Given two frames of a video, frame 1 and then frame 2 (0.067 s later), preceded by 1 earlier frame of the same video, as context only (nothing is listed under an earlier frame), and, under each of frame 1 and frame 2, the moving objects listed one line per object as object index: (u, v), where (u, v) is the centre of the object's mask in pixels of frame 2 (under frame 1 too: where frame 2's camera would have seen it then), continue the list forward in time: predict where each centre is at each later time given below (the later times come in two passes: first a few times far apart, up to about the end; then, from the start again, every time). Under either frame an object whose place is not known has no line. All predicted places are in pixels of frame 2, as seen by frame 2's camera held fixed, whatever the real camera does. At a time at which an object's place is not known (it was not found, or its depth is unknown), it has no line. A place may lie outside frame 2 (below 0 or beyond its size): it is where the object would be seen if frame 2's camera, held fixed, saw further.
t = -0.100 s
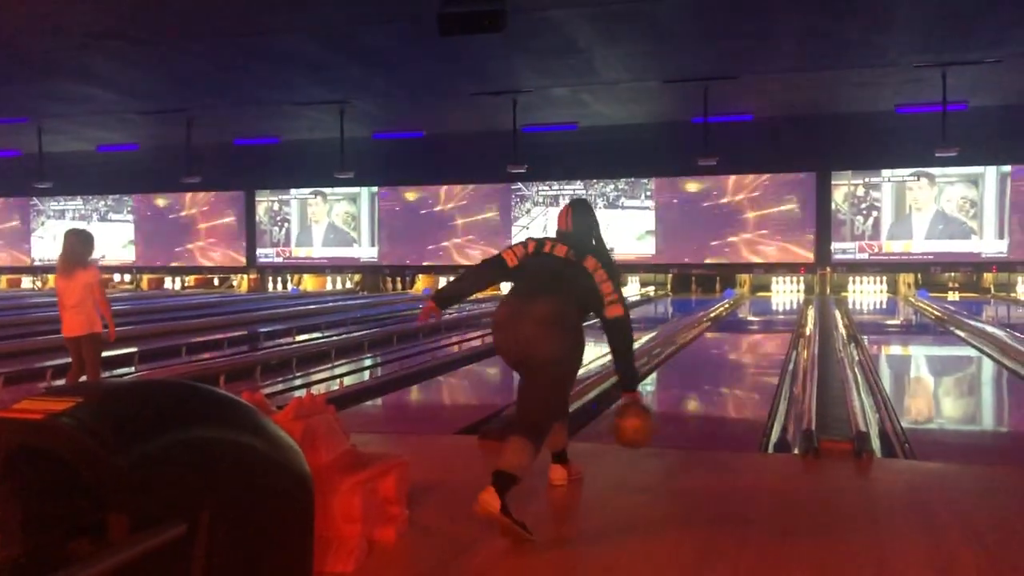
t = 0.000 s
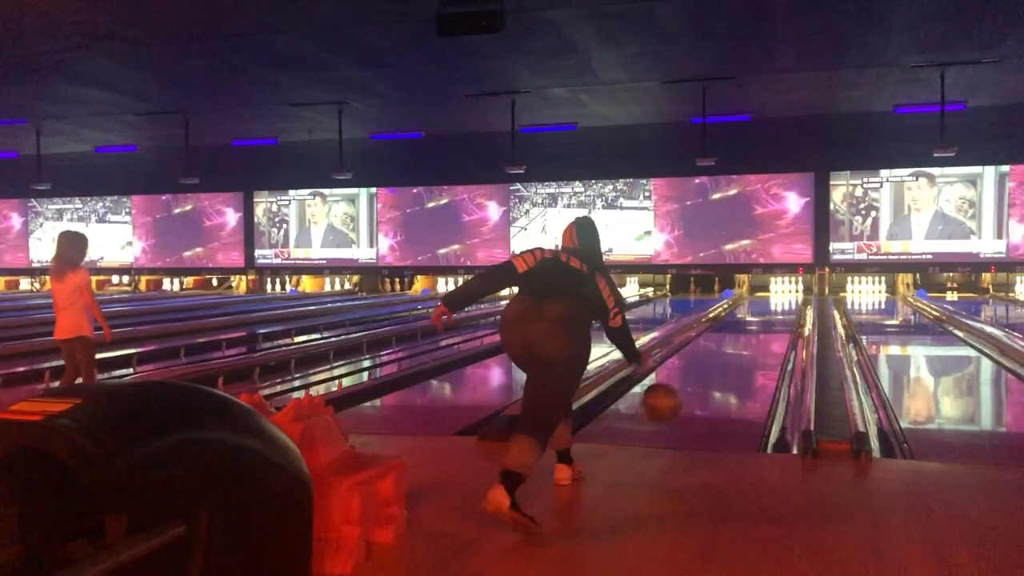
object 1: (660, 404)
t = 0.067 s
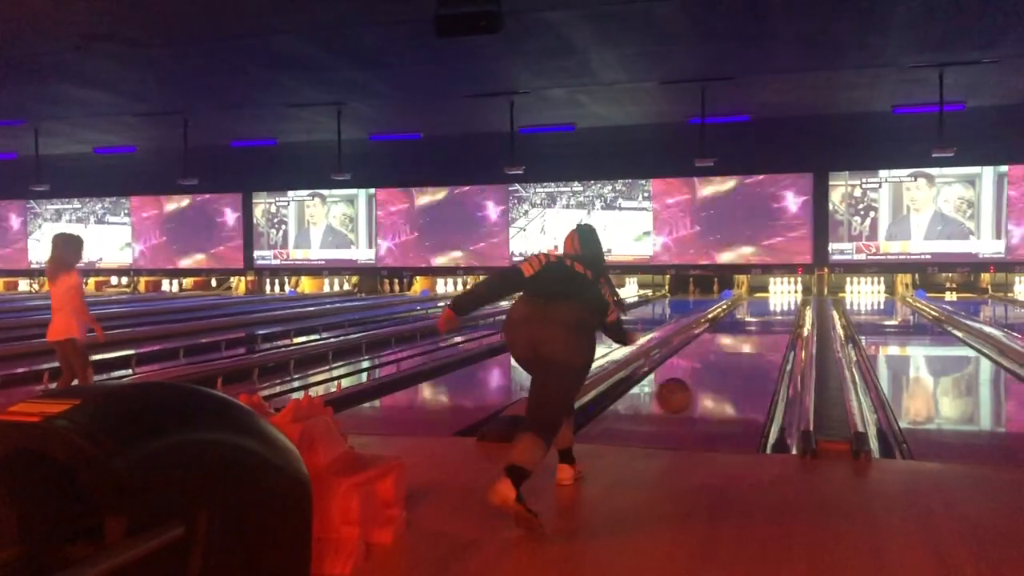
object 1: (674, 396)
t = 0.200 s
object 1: (695, 393)
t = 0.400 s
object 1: (718, 368)
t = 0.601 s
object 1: (732, 349)
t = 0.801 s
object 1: (742, 335)
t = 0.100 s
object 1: (680, 395)
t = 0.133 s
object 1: (685, 396)
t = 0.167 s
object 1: (691, 399)
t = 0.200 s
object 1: (695, 393)
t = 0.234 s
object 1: (700, 386)
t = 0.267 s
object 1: (703, 381)
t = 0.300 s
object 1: (707, 378)
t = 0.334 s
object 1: (711, 376)
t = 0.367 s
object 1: (714, 372)
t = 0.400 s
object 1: (718, 368)
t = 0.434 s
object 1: (720, 364)
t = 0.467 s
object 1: (723, 360)
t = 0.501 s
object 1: (725, 357)
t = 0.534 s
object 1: (727, 354)
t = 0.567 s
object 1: (730, 352)
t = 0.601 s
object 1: (732, 349)
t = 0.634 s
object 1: (734, 347)
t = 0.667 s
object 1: (736, 344)
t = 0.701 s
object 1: (737, 341)
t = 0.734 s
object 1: (739, 340)
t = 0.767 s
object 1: (740, 339)
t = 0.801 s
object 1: (742, 335)
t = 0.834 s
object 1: (743, 334)
